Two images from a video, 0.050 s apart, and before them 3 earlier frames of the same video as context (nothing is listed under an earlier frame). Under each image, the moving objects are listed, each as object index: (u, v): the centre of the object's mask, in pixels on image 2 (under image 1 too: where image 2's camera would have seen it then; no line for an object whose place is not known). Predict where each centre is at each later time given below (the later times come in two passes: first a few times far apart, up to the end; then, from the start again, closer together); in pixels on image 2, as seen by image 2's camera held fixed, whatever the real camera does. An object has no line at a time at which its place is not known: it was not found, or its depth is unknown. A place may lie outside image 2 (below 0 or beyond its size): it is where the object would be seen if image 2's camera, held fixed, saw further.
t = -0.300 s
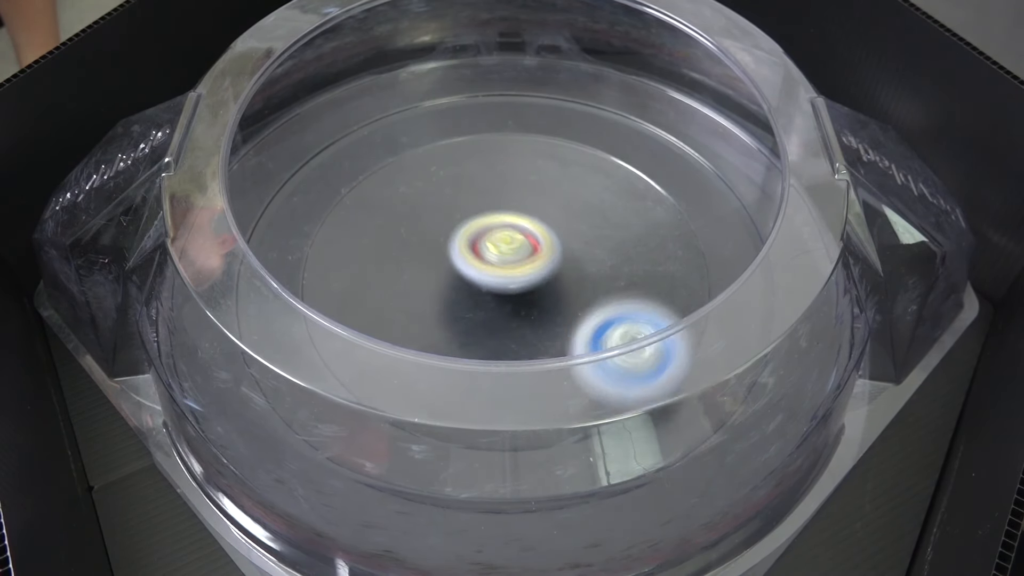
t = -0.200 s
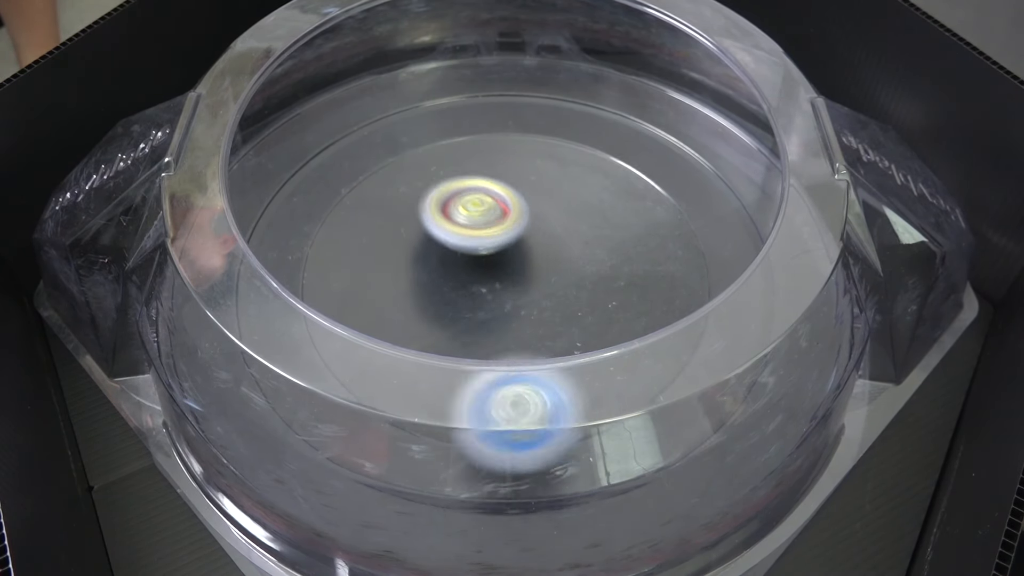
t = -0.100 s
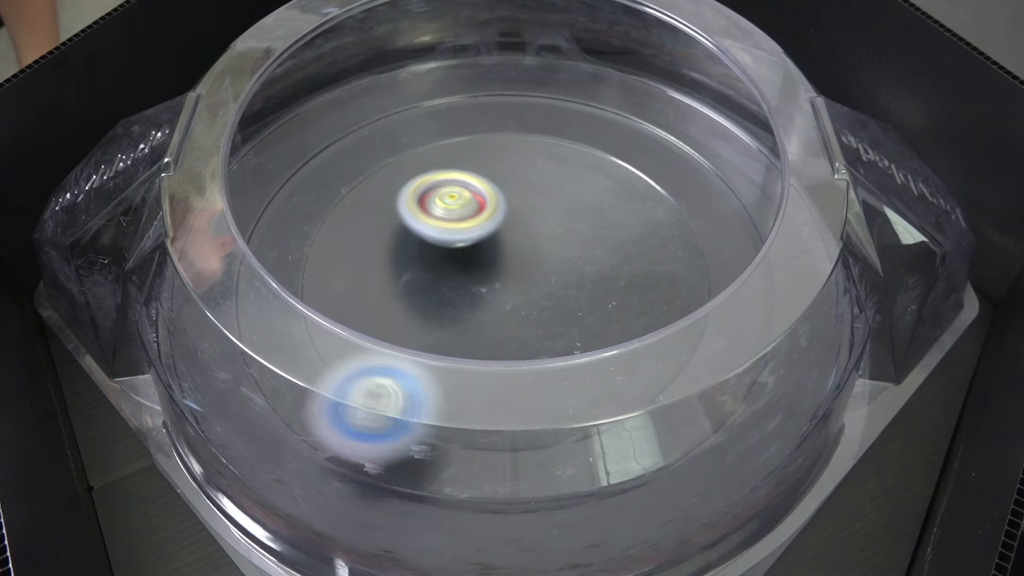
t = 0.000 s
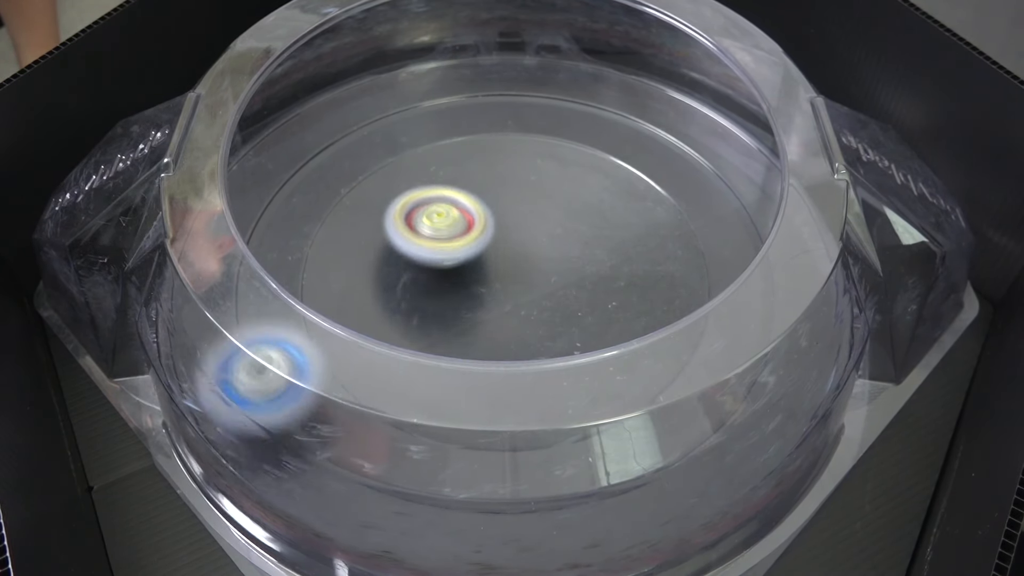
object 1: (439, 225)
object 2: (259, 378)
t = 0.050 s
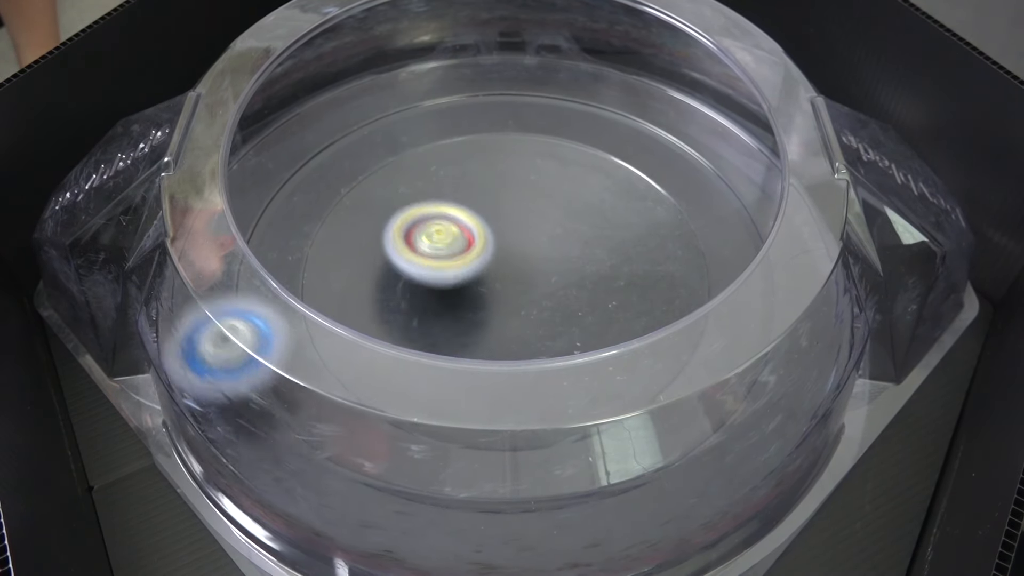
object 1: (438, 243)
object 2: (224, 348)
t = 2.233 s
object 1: (648, 327)
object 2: (559, 268)
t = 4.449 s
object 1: (452, 367)
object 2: (662, 280)
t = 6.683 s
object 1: (118, 266)
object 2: (895, 284)
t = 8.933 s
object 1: (117, 278)
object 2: (899, 268)
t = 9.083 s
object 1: (117, 278)
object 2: (900, 268)
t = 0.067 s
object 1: (439, 250)
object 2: (218, 339)
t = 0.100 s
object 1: (445, 266)
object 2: (221, 310)
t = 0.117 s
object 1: (448, 273)
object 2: (223, 296)
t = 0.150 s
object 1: (455, 287)
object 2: (231, 272)
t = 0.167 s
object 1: (458, 293)
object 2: (235, 258)
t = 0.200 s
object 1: (466, 301)
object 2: (252, 230)
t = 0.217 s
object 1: (471, 304)
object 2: (260, 218)
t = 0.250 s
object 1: (483, 307)
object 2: (277, 193)
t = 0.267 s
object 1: (490, 306)
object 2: (283, 182)
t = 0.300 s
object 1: (504, 302)
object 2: (303, 162)
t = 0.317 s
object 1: (510, 298)
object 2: (314, 153)
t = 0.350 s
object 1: (521, 289)
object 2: (338, 137)
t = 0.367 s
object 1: (526, 282)
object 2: (350, 130)
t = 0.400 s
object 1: (533, 269)
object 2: (375, 118)
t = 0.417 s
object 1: (535, 262)
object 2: (389, 112)
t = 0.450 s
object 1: (536, 247)
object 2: (415, 102)
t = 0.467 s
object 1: (536, 241)
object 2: (429, 98)
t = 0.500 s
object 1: (532, 227)
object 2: (457, 92)
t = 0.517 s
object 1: (529, 221)
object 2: (470, 89)
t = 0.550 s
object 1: (522, 210)
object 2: (500, 85)
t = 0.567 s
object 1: (517, 206)
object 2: (513, 83)
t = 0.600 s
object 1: (507, 199)
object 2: (542, 79)
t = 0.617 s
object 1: (501, 196)
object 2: (557, 79)
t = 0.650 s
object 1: (488, 194)
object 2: (586, 80)
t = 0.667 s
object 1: (482, 195)
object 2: (602, 83)
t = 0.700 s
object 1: (471, 197)
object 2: (630, 95)
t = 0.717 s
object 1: (466, 201)
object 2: (644, 102)
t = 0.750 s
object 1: (455, 210)
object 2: (673, 119)
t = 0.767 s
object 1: (451, 215)
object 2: (687, 128)
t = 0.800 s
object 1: (443, 228)
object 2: (717, 151)
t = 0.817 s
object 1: (439, 236)
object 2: (728, 163)
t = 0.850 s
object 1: (435, 252)
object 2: (744, 188)
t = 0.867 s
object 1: (433, 262)
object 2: (754, 201)
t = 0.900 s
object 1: (434, 280)
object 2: (767, 229)
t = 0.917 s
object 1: (437, 290)
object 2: (776, 247)
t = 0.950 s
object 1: (450, 308)
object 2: (776, 278)
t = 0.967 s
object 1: (459, 313)
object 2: (775, 295)
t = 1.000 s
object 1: (480, 321)
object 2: (767, 331)
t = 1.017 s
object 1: (492, 324)
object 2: (761, 346)
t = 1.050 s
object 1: (516, 326)
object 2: (740, 379)
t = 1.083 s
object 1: (540, 324)
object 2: (713, 411)
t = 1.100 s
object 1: (553, 322)
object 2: (696, 423)
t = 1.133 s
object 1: (575, 316)
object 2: (657, 445)
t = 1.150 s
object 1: (586, 311)
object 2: (633, 456)
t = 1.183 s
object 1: (603, 299)
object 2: (585, 471)
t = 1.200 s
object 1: (610, 292)
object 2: (551, 480)
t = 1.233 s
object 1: (618, 272)
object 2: (502, 479)
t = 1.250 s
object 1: (621, 262)
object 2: (477, 478)
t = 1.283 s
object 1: (621, 241)
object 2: (423, 469)
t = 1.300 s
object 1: (620, 230)
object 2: (398, 463)
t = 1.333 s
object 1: (610, 208)
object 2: (352, 443)
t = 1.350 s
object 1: (605, 198)
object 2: (330, 430)
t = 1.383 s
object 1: (589, 181)
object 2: (294, 400)
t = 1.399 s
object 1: (579, 173)
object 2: (279, 383)
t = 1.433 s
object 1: (557, 159)
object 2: (253, 347)
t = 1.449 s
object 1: (544, 152)
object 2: (241, 329)
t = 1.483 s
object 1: (519, 142)
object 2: (226, 297)
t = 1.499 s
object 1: (506, 139)
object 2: (234, 266)
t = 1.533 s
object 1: (480, 135)
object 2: (240, 233)
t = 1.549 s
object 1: (467, 135)
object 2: (249, 213)
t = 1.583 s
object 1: (441, 135)
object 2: (271, 179)
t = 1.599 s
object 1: (428, 138)
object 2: (278, 163)
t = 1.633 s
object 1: (408, 146)
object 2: (302, 134)
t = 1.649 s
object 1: (428, 159)
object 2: (293, 117)
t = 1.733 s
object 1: (586, 239)
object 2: (363, 129)
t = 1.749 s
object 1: (614, 251)
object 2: (377, 131)
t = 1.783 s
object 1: (662, 268)
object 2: (409, 136)
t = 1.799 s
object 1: (693, 281)
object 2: (427, 141)
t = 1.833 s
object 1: (743, 300)
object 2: (461, 147)
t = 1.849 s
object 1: (768, 313)
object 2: (478, 149)
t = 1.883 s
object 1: (794, 327)
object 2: (512, 153)
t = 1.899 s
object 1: (779, 320)
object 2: (528, 155)
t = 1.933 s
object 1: (755, 312)
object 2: (563, 165)
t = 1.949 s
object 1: (747, 305)
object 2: (580, 171)
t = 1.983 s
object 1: (727, 293)
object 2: (609, 187)
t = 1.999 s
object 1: (717, 286)
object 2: (622, 196)
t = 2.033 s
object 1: (699, 279)
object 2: (639, 213)
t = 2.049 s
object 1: (699, 282)
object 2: (638, 216)
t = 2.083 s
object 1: (708, 297)
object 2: (629, 221)
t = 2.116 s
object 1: (705, 308)
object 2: (615, 226)
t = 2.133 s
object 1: (699, 314)
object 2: (608, 230)
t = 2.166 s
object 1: (688, 323)
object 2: (592, 240)
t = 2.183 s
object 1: (677, 323)
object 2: (584, 246)
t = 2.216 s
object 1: (659, 326)
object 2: (568, 261)
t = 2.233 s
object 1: (648, 327)
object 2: (559, 268)
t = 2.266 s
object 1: (629, 327)
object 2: (539, 283)
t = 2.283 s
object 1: (621, 330)
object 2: (525, 288)
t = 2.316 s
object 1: (630, 341)
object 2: (483, 281)
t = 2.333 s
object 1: (636, 349)
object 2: (462, 274)
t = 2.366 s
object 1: (644, 358)
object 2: (427, 258)
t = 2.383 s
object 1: (647, 361)
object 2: (412, 249)
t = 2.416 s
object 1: (652, 366)
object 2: (389, 232)
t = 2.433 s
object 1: (653, 366)
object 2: (380, 224)
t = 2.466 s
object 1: (655, 367)
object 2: (367, 207)
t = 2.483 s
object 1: (655, 366)
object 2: (364, 198)
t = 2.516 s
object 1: (654, 361)
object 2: (362, 181)
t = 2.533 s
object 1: (653, 357)
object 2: (364, 173)
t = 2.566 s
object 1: (648, 347)
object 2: (370, 156)
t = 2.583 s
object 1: (647, 344)
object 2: (375, 148)
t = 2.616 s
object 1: (637, 332)
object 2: (390, 135)
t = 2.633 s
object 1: (634, 325)
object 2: (397, 129)
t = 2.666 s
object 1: (621, 303)
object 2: (408, 118)
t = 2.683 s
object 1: (617, 299)
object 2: (413, 113)
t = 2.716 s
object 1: (606, 291)
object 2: (420, 105)
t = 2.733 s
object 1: (598, 284)
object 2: (421, 101)
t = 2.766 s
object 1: (585, 271)
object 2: (423, 94)
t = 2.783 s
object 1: (576, 263)
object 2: (422, 92)
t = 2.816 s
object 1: (558, 249)
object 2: (416, 87)
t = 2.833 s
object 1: (550, 242)
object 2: (413, 84)
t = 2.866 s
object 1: (531, 232)
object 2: (413, 85)
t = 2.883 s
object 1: (523, 229)
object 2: (416, 86)
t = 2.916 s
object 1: (506, 221)
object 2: (421, 89)
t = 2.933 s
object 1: (497, 219)
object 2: (423, 90)
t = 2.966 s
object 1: (482, 217)
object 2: (424, 92)
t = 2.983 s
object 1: (475, 218)
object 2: (423, 92)
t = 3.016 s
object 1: (464, 222)
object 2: (418, 92)
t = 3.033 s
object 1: (460, 226)
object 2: (414, 93)
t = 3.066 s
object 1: (453, 236)
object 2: (406, 93)
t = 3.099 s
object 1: (450, 247)
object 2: (396, 93)
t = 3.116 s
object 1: (448, 255)
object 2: (393, 94)
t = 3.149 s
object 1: (452, 270)
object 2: (391, 96)
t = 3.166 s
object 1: (456, 279)
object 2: (391, 97)
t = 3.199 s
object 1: (464, 296)
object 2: (392, 99)
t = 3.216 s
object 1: (471, 303)
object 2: (390, 101)
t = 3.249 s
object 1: (483, 313)
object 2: (385, 103)
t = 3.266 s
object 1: (492, 317)
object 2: (382, 104)
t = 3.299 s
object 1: (507, 321)
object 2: (375, 106)
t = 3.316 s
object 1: (515, 322)
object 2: (372, 107)
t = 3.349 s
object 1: (530, 323)
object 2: (365, 109)
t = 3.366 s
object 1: (537, 324)
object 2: (361, 110)
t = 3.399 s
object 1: (552, 323)
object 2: (355, 112)
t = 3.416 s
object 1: (559, 323)
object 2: (353, 112)
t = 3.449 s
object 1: (571, 320)
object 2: (351, 114)
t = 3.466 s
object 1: (577, 319)
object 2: (350, 115)
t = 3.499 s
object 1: (588, 316)
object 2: (347, 118)
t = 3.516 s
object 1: (591, 315)
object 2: (345, 120)
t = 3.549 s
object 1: (597, 313)
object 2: (342, 123)
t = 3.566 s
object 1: (600, 312)
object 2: (340, 125)
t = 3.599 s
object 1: (603, 310)
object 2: (337, 128)
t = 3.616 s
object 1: (603, 309)
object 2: (337, 129)
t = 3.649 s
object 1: (602, 308)
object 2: (335, 133)
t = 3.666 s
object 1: (603, 307)
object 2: (334, 134)
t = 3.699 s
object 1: (601, 304)
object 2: (334, 138)
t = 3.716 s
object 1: (599, 303)
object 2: (334, 140)
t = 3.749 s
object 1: (593, 300)
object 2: (333, 144)
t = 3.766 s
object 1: (589, 297)
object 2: (333, 146)
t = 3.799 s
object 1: (579, 292)
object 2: (335, 149)
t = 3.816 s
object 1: (572, 289)
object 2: (336, 151)
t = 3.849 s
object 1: (557, 283)
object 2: (337, 155)
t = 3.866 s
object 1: (549, 280)
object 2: (338, 157)
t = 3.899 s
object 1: (531, 274)
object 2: (342, 162)
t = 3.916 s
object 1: (521, 272)
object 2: (345, 164)
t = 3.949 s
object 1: (506, 268)
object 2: (356, 170)
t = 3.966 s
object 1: (497, 266)
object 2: (364, 173)
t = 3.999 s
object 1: (480, 264)
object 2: (382, 179)
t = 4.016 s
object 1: (472, 264)
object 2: (392, 180)
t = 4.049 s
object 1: (460, 265)
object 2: (417, 183)
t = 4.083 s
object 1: (450, 269)
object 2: (441, 184)
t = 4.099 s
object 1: (446, 275)
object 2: (454, 181)
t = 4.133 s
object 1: (442, 288)
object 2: (482, 179)
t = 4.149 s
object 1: (441, 294)
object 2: (496, 180)
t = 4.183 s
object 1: (441, 305)
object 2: (525, 183)
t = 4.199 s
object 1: (443, 312)
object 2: (538, 187)
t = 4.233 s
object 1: (450, 319)
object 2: (563, 200)
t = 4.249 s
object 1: (453, 322)
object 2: (575, 208)
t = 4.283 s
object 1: (463, 327)
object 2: (594, 227)
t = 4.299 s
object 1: (469, 329)
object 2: (601, 238)
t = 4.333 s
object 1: (477, 341)
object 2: (612, 259)
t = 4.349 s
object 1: (483, 344)
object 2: (614, 270)
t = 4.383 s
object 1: (497, 344)
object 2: (614, 291)
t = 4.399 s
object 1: (504, 342)
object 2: (611, 300)
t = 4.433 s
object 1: (474, 354)
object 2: (643, 289)
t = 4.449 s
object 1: (452, 367)
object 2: (662, 280)
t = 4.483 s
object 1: (412, 376)
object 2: (696, 258)
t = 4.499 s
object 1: (388, 389)
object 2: (711, 245)
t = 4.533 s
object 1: (362, 390)
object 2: (742, 232)
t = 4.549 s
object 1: (347, 396)
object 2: (752, 227)
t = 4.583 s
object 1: (317, 403)
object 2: (771, 213)
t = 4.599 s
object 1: (303, 406)
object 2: (783, 209)
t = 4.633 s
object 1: (291, 398)
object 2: (795, 203)
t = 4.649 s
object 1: (287, 397)
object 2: (800, 200)
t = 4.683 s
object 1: (277, 394)
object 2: (816, 195)
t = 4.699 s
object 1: (273, 392)
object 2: (827, 192)
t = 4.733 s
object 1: (264, 388)
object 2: (811, 195)
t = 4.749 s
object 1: (258, 386)
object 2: (809, 195)
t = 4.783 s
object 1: (247, 384)
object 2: (801, 196)
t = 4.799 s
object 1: (241, 382)
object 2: (801, 194)
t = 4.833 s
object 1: (231, 378)
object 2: (800, 192)
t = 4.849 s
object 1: (232, 374)
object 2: (800, 191)
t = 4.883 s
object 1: (231, 366)
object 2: (803, 189)
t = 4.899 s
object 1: (231, 363)
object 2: (803, 190)
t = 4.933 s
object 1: (231, 354)
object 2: (802, 192)
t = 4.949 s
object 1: (231, 350)
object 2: (801, 191)
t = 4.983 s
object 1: (229, 342)
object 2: (802, 191)
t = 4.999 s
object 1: (227, 338)
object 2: (803, 190)
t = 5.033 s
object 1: (223, 331)
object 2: (800, 189)
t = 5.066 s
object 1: (221, 323)
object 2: (799, 188)
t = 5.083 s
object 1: (220, 319)
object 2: (797, 188)
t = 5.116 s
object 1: (217, 310)
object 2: (797, 187)
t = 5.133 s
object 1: (215, 306)
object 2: (797, 187)
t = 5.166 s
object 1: (212, 297)
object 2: (797, 187)
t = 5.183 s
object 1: (213, 292)
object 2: (799, 188)
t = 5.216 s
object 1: (212, 280)
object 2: (800, 188)
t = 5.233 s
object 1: (211, 276)
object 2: (803, 188)
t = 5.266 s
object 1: (211, 265)
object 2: (802, 189)
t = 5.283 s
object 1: (210, 259)
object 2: (803, 189)
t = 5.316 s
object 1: (212, 248)
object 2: (803, 189)
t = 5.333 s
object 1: (209, 242)
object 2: (803, 189)
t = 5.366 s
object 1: (210, 232)
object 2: (802, 189)
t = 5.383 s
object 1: (214, 224)
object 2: (802, 188)
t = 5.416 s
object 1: (211, 212)
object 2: (803, 188)
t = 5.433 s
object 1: (212, 206)
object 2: (804, 189)
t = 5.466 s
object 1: (212, 195)
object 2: (804, 191)
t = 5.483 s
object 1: (215, 191)
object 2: (805, 191)
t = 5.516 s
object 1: (218, 178)
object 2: (805, 195)
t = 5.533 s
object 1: (217, 176)
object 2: (804, 194)
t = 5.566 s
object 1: (217, 182)
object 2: (805, 196)
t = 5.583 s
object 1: (218, 183)
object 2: (805, 197)
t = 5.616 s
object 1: (219, 188)
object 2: (806, 199)
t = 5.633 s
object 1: (221, 188)
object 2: (805, 201)
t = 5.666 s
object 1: (224, 190)
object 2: (805, 202)
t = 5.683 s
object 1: (225, 190)
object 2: (805, 202)
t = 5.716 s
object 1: (230, 189)
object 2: (805, 204)
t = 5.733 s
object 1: (233, 189)
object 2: (803, 204)
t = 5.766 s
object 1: (241, 188)
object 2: (801, 205)
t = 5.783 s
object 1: (245, 187)
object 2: (800, 205)
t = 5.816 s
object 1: (253, 186)
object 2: (796, 208)
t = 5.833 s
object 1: (258, 188)
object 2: (795, 207)
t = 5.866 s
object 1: (271, 193)
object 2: (790, 208)
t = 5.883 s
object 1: (278, 193)
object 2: (785, 210)
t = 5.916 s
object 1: (285, 194)
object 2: (773, 210)
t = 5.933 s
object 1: (292, 194)
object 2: (771, 211)
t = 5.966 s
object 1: (303, 193)
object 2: (759, 213)
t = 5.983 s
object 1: (310, 192)
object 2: (756, 217)
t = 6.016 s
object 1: (322, 193)
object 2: (746, 218)
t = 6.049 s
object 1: (338, 200)
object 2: (727, 220)
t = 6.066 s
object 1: (344, 204)
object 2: (723, 221)
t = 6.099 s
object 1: (364, 215)
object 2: (712, 223)
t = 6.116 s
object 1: (372, 221)
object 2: (703, 226)
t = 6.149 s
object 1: (394, 236)
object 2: (684, 234)
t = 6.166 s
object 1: (402, 244)
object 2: (677, 237)
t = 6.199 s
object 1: (426, 260)
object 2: (655, 248)
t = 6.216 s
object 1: (436, 267)
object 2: (646, 253)
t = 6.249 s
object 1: (461, 281)
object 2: (624, 268)
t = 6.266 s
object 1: (474, 285)
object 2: (614, 275)
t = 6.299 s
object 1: (475, 286)
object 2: (618, 284)
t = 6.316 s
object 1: (433, 282)
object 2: (656, 280)
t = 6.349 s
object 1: (353, 262)
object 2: (747, 284)
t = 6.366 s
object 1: (322, 252)
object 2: (788, 288)
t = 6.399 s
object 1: (255, 234)
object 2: (856, 283)
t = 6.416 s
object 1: (226, 226)
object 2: (868, 270)
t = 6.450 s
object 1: (168, 222)
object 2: (884, 253)
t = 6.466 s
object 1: (149, 219)
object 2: (907, 249)
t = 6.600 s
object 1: (116, 267)
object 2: (891, 262)
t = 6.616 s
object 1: (116, 264)
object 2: (891, 265)
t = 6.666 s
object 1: (118, 259)
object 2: (895, 283)
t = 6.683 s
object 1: (118, 266)
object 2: (895, 284)
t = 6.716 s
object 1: (119, 265)
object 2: (902, 292)
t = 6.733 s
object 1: (119, 259)
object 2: (904, 297)
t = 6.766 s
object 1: (120, 259)
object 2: (893, 289)
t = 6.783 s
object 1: (119, 261)
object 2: (896, 290)
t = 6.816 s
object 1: (120, 261)
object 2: (894, 286)
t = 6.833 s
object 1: (118, 262)
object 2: (894, 287)
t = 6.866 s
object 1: (118, 262)
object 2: (895, 284)
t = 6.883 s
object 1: (117, 266)
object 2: (894, 283)
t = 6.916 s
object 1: (116, 268)
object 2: (894, 279)
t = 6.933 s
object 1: (117, 270)
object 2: (895, 279)
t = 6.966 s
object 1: (117, 273)
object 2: (900, 277)
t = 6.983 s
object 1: (117, 273)
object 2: (904, 276)
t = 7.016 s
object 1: (118, 277)
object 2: (900, 278)
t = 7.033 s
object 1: (117, 277)
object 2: (897, 279)
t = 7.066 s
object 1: (116, 278)
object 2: (900, 276)
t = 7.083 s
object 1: (116, 279)
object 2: (897, 280)
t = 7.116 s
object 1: (118, 281)
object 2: (897, 276)
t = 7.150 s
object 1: (116, 279)
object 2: (898, 280)
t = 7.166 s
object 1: (116, 278)
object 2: (898, 272)
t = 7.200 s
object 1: (118, 277)
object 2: (898, 270)
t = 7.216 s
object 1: (117, 277)
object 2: (898, 270)
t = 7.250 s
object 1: (116, 278)
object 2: (899, 270)
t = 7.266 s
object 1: (117, 277)
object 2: (898, 270)
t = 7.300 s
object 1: (117, 277)
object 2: (898, 271)
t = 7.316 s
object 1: (116, 277)
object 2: (898, 271)
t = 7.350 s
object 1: (116, 278)
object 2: (899, 270)
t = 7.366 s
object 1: (116, 278)
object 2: (899, 270)
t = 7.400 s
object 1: (117, 278)
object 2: (898, 270)
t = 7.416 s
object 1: (116, 278)
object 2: (898, 270)
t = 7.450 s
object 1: (117, 278)
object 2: (898, 270)
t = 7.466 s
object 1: (117, 278)
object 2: (899, 270)
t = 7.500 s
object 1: (116, 278)
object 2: (898, 270)
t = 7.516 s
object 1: (117, 278)
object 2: (898, 270)
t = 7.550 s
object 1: (117, 278)
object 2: (899, 269)
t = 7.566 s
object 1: (117, 278)
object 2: (899, 269)
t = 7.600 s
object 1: (115, 279)
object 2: (899, 269)
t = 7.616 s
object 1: (116, 279)
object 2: (899, 269)
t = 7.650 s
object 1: (116, 279)
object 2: (899, 269)
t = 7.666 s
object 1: (117, 278)
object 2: (899, 269)
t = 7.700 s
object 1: (117, 278)
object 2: (899, 269)
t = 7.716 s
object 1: (117, 278)
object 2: (899, 269)
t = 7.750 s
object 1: (117, 278)
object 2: (899, 269)
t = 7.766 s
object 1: (116, 279)
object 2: (899, 269)
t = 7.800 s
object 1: (117, 278)
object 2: (899, 269)
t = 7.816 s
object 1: (115, 279)
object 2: (899, 269)
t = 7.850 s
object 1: (117, 278)
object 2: (899, 269)
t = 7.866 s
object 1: (117, 278)
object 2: (899, 269)
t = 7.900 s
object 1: (116, 279)
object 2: (899, 269)
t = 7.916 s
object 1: (117, 278)
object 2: (899, 269)
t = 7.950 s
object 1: (116, 279)
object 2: (899, 269)
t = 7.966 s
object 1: (117, 278)
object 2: (899, 269)
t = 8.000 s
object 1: (117, 278)
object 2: (899, 269)
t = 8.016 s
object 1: (116, 279)
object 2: (899, 269)
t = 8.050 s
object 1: (117, 278)
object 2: (899, 269)
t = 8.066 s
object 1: (116, 279)
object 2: (899, 269)
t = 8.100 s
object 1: (116, 279)
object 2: (899, 269)
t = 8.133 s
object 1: (116, 279)
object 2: (899, 269)
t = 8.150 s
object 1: (117, 278)
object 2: (899, 269)
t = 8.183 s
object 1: (116, 279)
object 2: (899, 269)
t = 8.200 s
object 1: (117, 278)
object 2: (899, 269)
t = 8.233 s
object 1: (117, 278)
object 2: (899, 269)
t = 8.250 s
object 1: (116, 279)
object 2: (899, 269)
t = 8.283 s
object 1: (117, 278)
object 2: (899, 269)
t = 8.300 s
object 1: (115, 279)
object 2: (899, 269)
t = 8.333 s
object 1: (117, 278)
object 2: (899, 269)
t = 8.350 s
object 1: (117, 278)
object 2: (899, 269)
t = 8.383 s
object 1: (117, 278)
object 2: (899, 269)
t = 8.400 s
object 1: (117, 278)
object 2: (899, 269)
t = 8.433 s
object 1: (117, 278)
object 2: (899, 269)
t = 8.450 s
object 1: (115, 279)
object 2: (899, 269)
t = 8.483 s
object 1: (116, 279)
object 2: (899, 269)
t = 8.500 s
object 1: (117, 278)
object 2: (899, 269)
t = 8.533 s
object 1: (115, 279)
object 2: (899, 269)
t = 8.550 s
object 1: (117, 278)
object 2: (899, 269)
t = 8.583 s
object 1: (117, 278)
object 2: (899, 269)
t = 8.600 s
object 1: (116, 279)
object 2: (899, 269)
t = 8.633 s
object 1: (117, 278)
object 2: (899, 269)
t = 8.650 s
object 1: (116, 279)
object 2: (899, 269)
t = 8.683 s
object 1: (117, 278)
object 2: (899, 269)
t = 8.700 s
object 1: (117, 278)
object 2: (899, 269)
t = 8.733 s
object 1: (117, 278)
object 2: (899, 269)
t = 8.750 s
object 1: (117, 278)
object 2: (899, 269)
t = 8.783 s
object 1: (115, 279)
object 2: (899, 269)
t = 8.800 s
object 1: (117, 278)
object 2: (899, 269)
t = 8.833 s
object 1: (116, 278)
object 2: (899, 269)
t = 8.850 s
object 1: (115, 279)
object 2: (899, 269)
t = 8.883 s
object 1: (117, 278)
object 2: (899, 269)
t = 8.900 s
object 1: (116, 278)
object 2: (899, 269)
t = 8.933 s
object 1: (117, 278)
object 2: (899, 268)
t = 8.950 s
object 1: (117, 278)
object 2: (899, 268)
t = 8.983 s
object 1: (115, 279)
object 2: (899, 268)
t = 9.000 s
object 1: (117, 278)
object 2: (899, 268)
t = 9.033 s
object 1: (115, 279)
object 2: (900, 268)
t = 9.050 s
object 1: (117, 278)
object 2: (899, 268)
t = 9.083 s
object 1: (117, 278)
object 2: (900, 268)
